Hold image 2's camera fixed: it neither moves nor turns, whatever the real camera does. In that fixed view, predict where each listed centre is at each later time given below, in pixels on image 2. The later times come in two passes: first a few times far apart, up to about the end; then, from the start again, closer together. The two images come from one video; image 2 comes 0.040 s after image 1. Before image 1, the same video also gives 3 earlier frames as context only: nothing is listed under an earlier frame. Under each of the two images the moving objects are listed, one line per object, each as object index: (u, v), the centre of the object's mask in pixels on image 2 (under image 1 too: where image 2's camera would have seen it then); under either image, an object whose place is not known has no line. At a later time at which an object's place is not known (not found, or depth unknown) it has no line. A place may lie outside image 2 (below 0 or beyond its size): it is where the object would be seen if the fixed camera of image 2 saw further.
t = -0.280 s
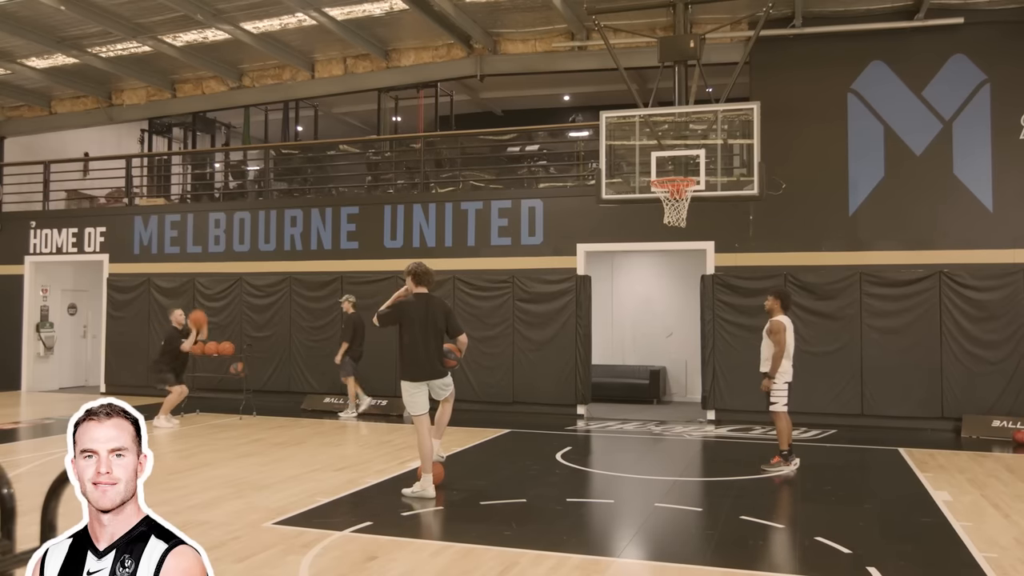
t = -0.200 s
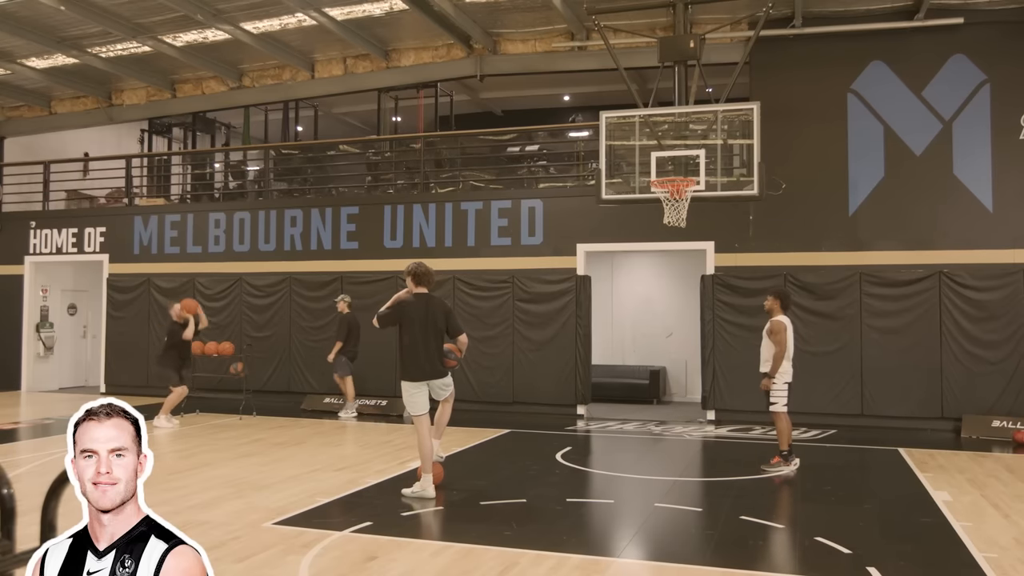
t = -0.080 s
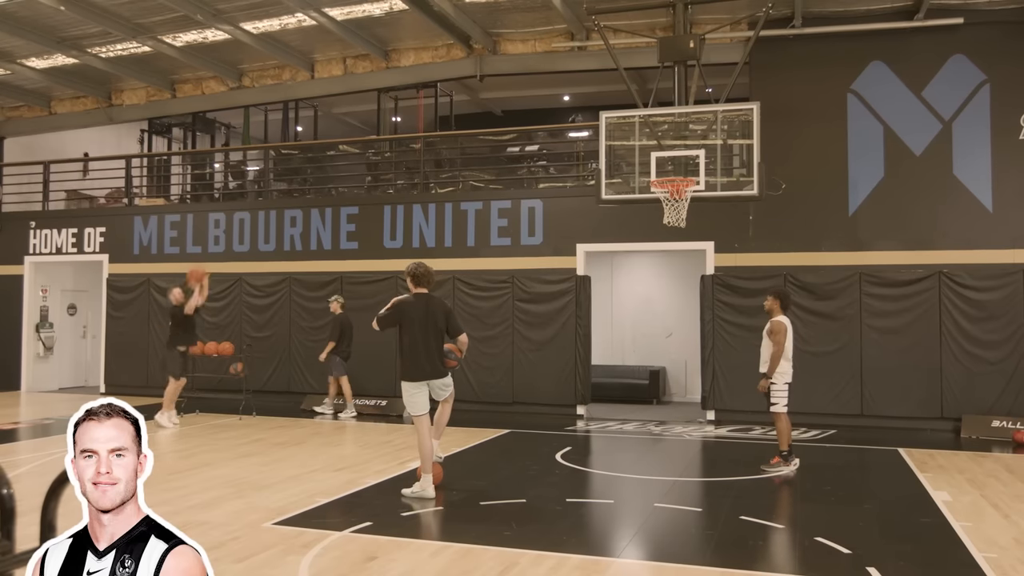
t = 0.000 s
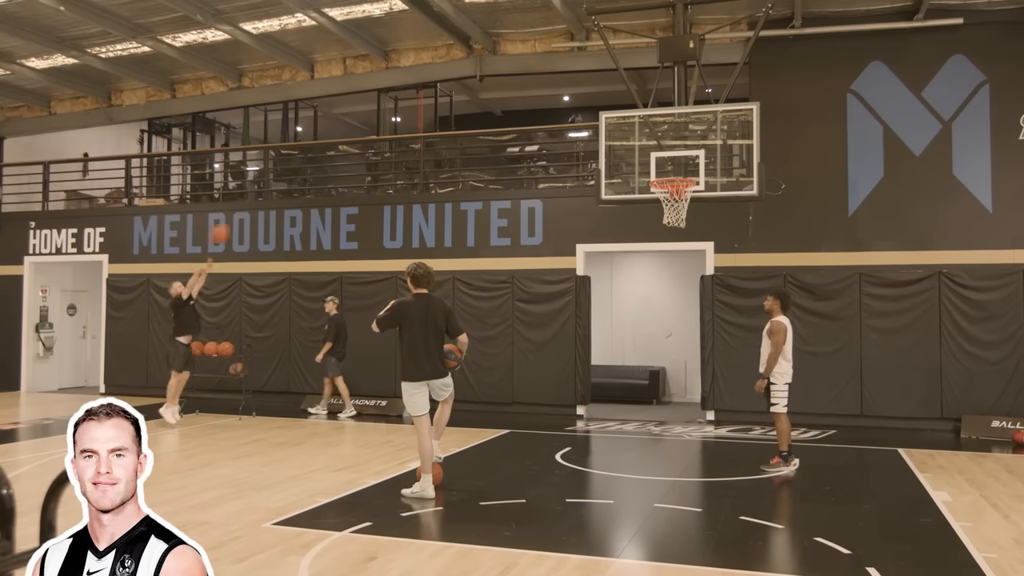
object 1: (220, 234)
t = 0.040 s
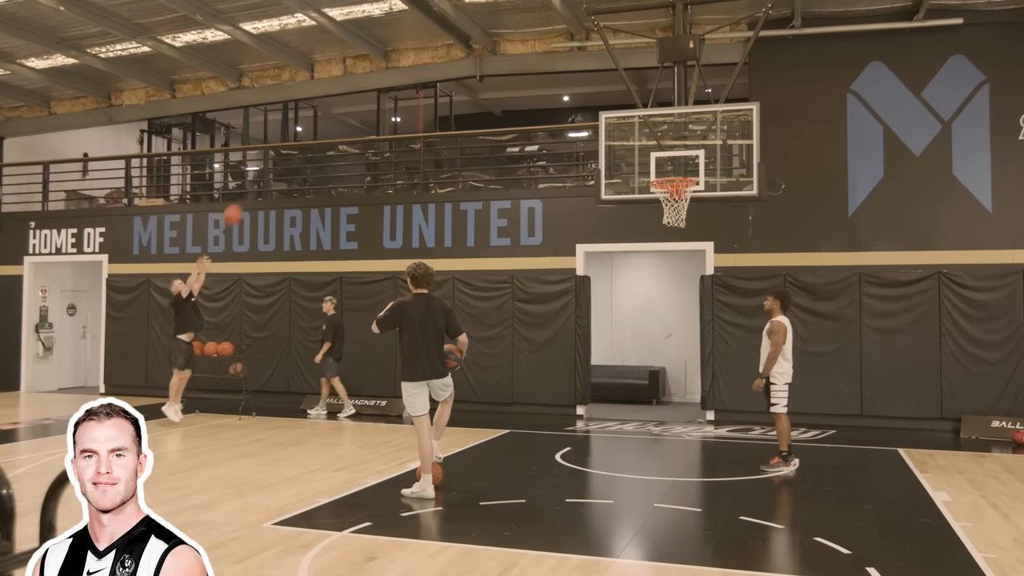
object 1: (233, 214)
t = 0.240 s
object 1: (298, 136)
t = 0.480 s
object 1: (378, 75)
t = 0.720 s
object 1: (465, 56)
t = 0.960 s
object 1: (554, 80)
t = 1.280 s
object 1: (684, 191)
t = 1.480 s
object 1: (706, 224)
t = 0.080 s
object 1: (245, 197)
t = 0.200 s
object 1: (284, 150)
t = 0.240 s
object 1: (298, 136)
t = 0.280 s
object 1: (312, 123)
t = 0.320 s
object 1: (325, 111)
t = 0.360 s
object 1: (337, 100)
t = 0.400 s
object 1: (351, 91)
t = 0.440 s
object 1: (365, 82)
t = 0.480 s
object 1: (378, 75)
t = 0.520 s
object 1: (392, 69)
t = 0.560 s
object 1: (406, 64)
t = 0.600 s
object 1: (421, 61)
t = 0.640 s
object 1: (436, 58)
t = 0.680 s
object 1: (450, 56)
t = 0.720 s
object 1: (465, 56)
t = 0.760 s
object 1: (479, 56)
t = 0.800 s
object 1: (494, 59)
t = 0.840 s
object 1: (509, 61)
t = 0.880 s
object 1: (525, 66)
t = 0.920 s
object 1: (539, 73)
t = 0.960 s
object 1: (554, 80)
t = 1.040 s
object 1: (587, 101)
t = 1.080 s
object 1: (602, 111)
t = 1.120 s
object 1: (619, 126)
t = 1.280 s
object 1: (684, 191)
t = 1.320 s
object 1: (693, 205)
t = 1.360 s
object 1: (696, 209)
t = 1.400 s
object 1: (699, 211)
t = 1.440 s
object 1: (703, 217)
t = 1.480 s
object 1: (706, 224)
